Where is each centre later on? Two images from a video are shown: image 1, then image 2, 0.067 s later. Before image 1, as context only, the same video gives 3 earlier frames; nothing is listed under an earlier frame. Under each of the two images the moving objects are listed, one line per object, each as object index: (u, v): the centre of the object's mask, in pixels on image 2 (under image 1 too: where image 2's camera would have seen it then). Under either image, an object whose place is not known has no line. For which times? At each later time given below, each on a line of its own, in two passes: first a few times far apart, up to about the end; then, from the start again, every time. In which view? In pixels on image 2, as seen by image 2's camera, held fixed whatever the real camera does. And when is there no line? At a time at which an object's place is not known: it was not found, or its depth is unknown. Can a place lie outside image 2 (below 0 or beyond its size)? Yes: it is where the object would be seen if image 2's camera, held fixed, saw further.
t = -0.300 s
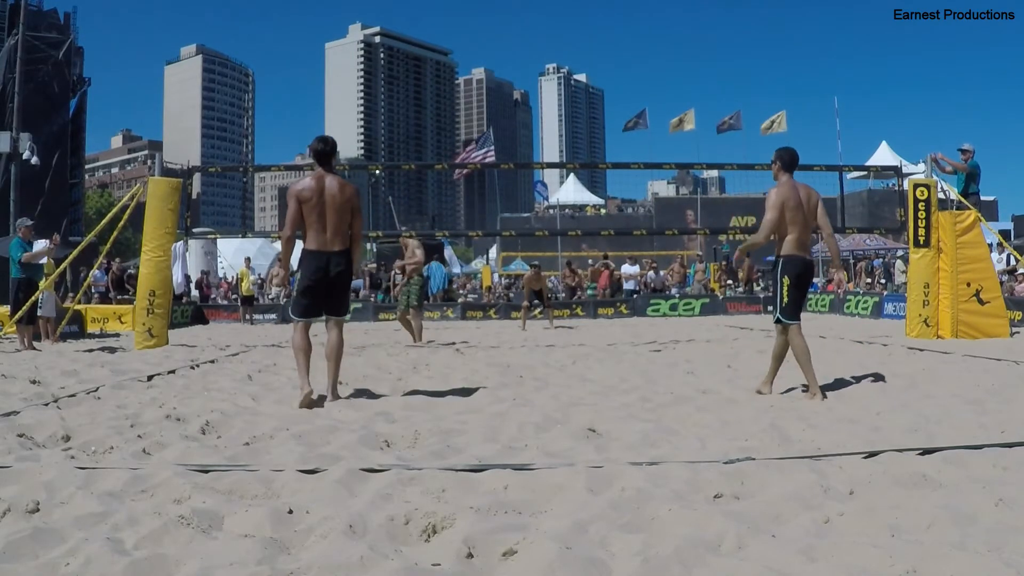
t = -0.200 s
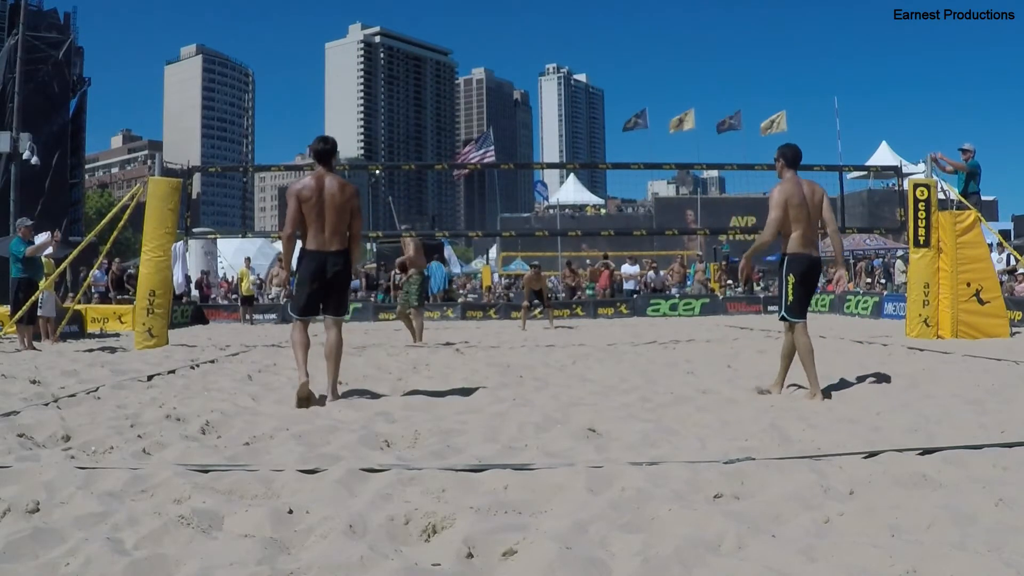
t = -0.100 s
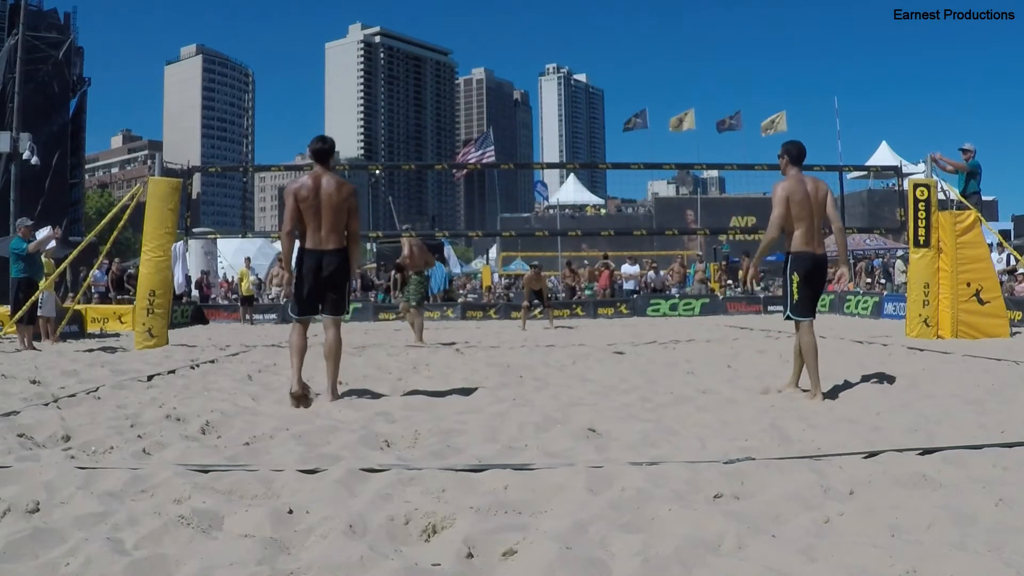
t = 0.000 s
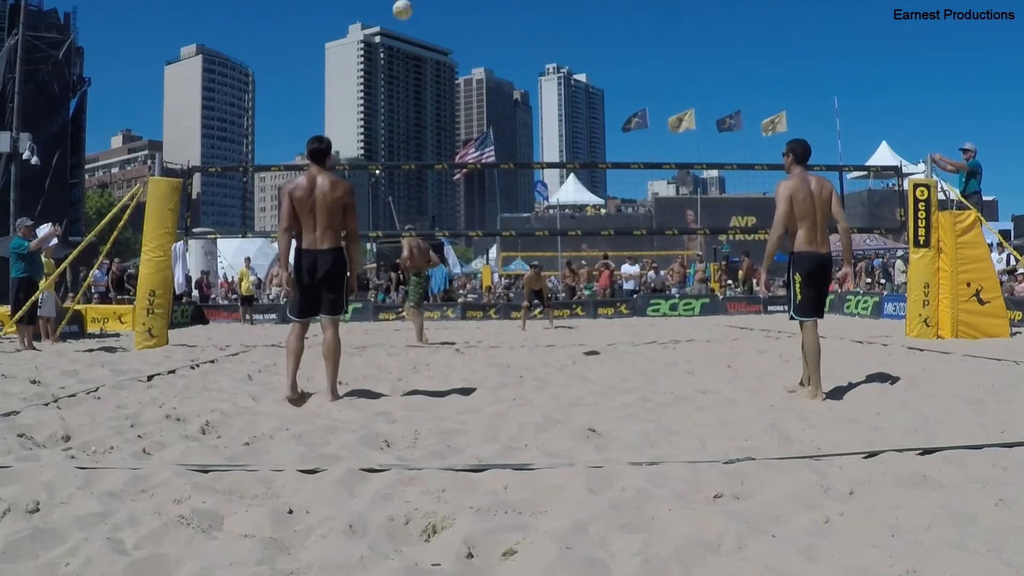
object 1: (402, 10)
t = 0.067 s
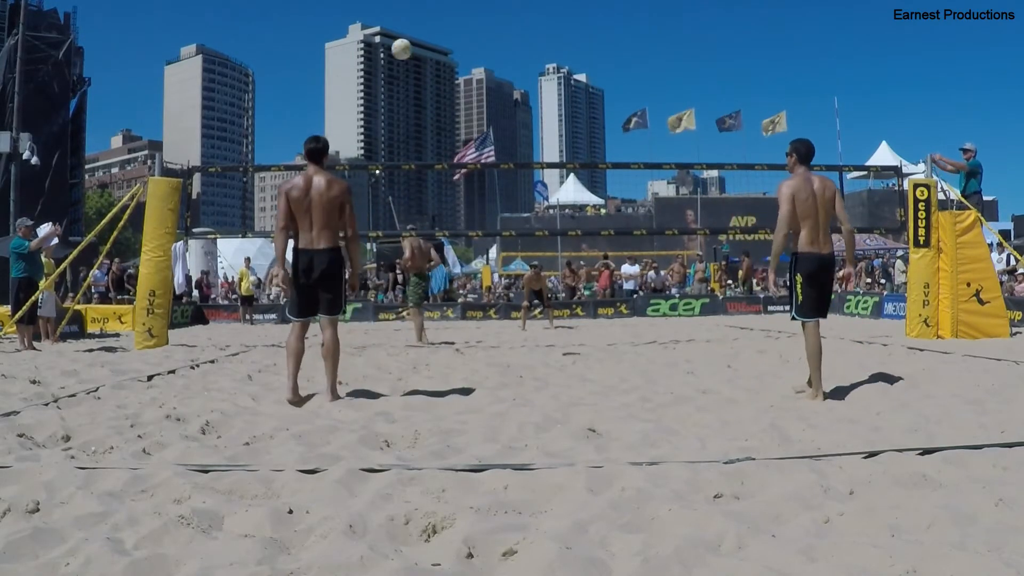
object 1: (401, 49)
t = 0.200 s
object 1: (399, 137)
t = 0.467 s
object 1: (398, 344)
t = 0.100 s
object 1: (401, 70)
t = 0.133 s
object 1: (400, 92)
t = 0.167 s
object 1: (400, 114)
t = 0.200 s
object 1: (399, 137)
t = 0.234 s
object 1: (399, 162)
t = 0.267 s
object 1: (399, 186)
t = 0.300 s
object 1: (398, 212)
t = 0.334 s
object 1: (398, 237)
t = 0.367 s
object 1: (398, 264)
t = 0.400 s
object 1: (398, 291)
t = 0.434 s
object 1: (398, 317)
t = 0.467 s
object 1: (398, 344)
